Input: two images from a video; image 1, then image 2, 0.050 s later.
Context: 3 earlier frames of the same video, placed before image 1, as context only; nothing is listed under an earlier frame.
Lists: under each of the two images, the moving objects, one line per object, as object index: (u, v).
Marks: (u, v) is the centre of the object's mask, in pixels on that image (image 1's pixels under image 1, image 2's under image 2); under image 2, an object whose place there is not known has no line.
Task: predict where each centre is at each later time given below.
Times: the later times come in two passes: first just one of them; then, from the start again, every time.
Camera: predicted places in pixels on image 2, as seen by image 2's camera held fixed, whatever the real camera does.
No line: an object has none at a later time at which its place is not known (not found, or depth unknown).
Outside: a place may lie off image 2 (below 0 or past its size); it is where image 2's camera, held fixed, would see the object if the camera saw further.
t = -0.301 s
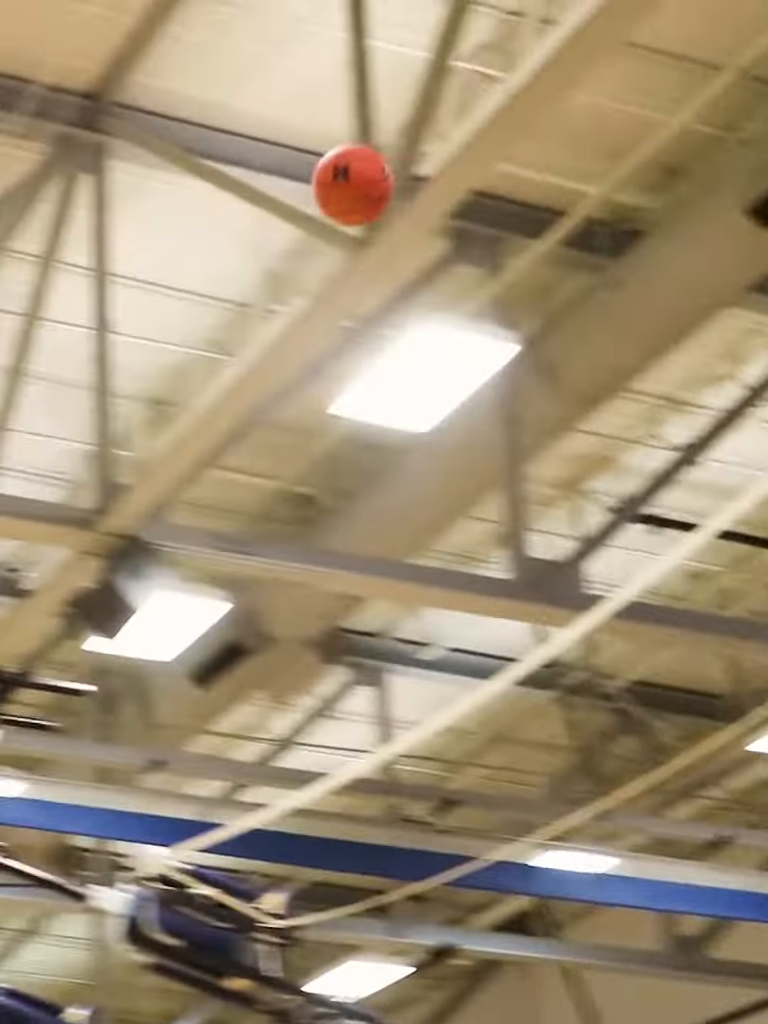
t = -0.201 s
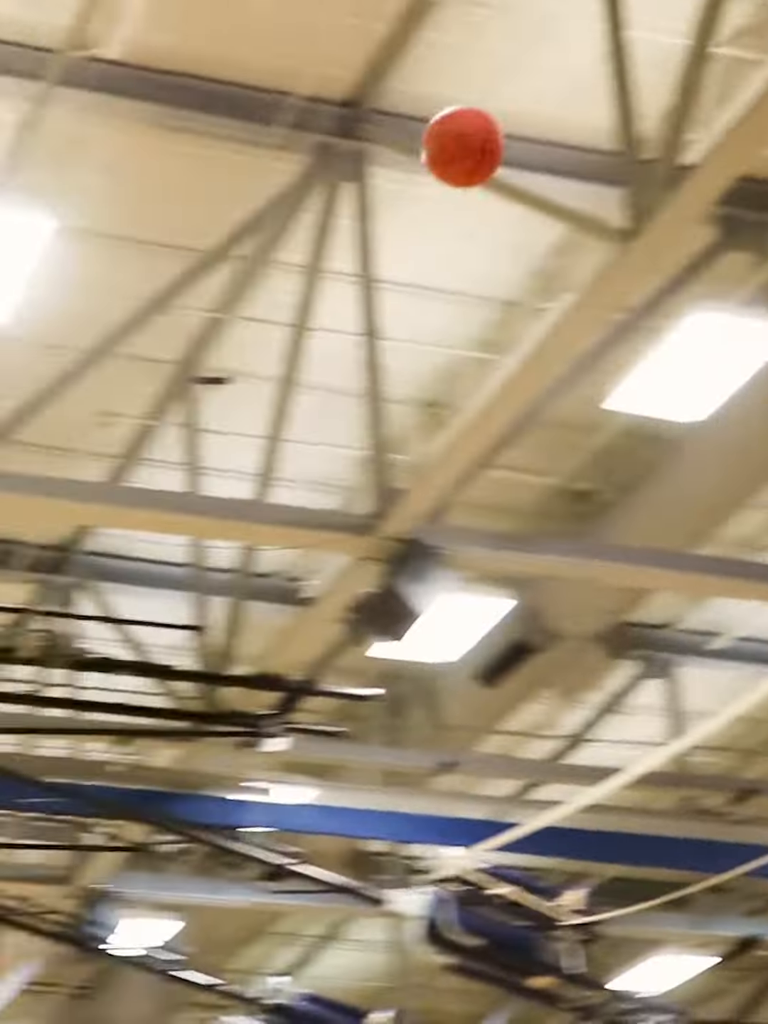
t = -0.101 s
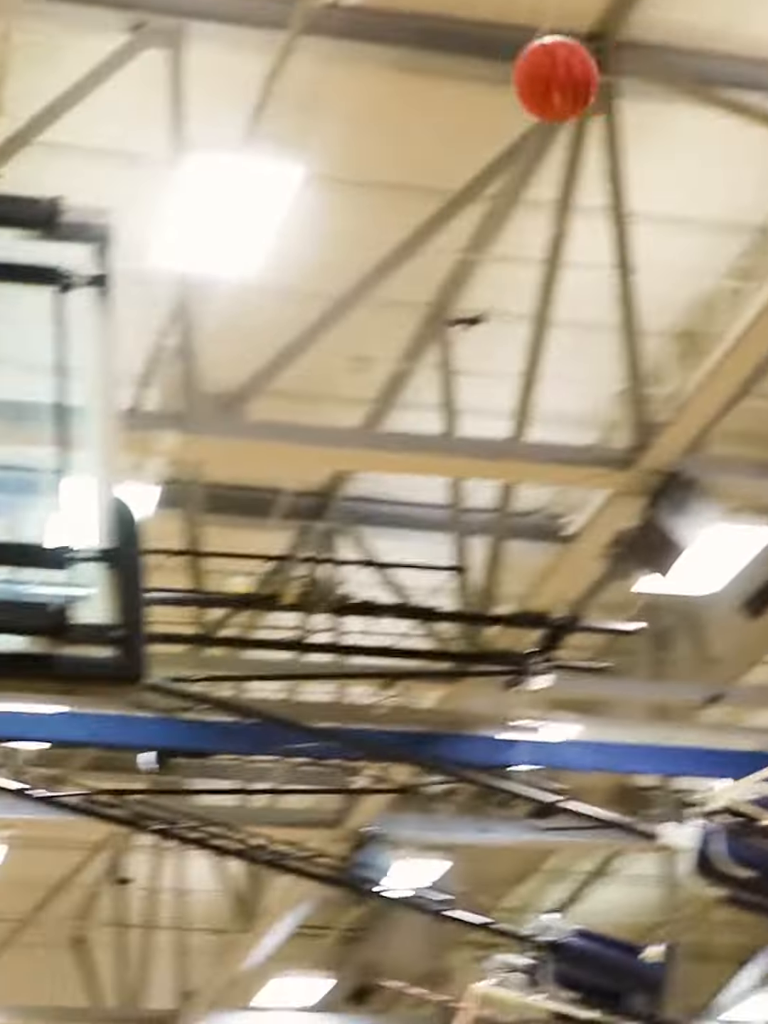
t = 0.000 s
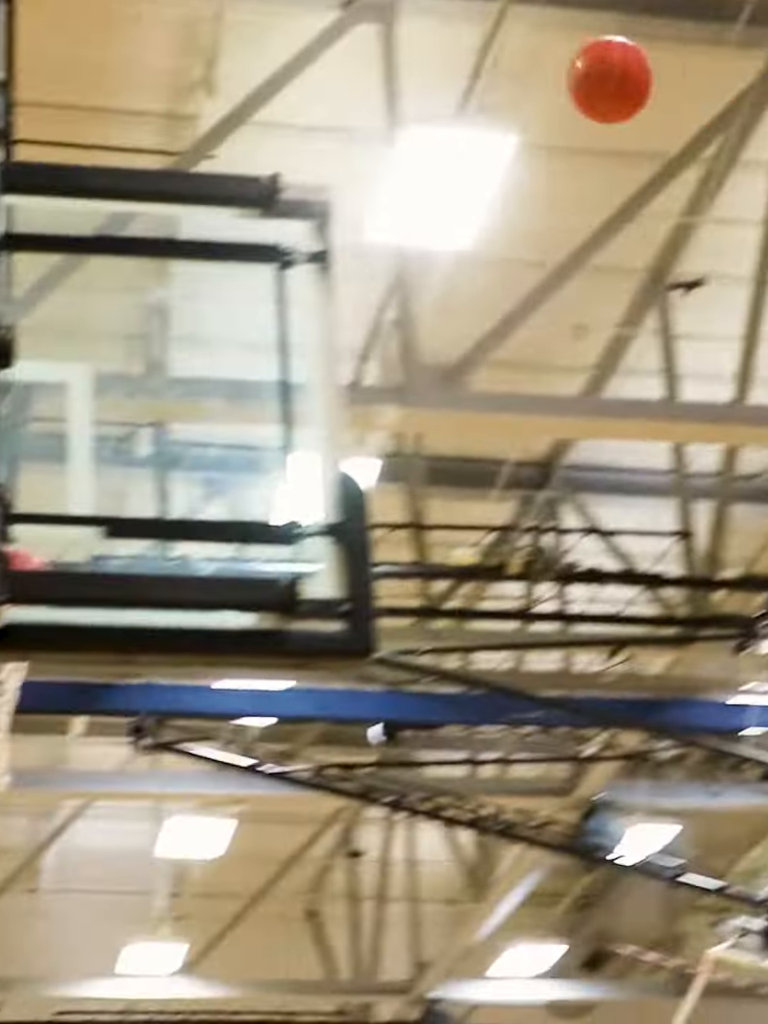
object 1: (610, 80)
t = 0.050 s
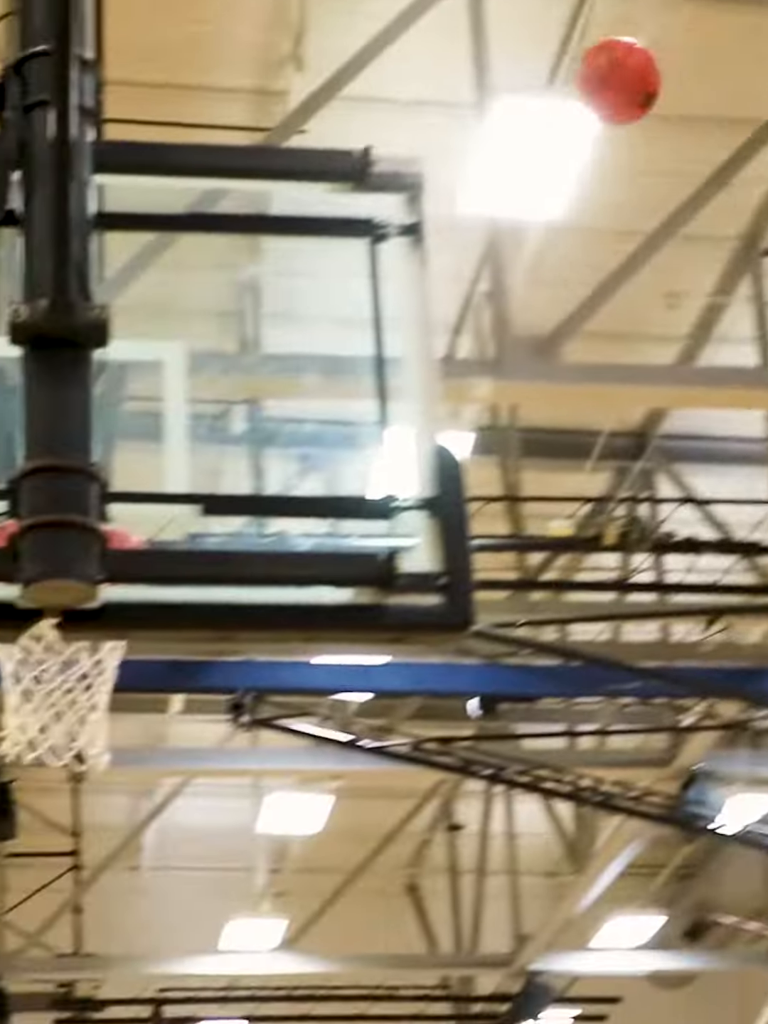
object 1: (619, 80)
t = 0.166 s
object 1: (439, 194)
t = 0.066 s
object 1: (592, 94)
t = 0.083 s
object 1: (564, 107)
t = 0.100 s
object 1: (534, 122)
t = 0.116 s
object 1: (503, 138)
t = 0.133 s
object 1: (474, 157)
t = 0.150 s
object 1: (453, 176)
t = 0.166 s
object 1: (439, 194)
